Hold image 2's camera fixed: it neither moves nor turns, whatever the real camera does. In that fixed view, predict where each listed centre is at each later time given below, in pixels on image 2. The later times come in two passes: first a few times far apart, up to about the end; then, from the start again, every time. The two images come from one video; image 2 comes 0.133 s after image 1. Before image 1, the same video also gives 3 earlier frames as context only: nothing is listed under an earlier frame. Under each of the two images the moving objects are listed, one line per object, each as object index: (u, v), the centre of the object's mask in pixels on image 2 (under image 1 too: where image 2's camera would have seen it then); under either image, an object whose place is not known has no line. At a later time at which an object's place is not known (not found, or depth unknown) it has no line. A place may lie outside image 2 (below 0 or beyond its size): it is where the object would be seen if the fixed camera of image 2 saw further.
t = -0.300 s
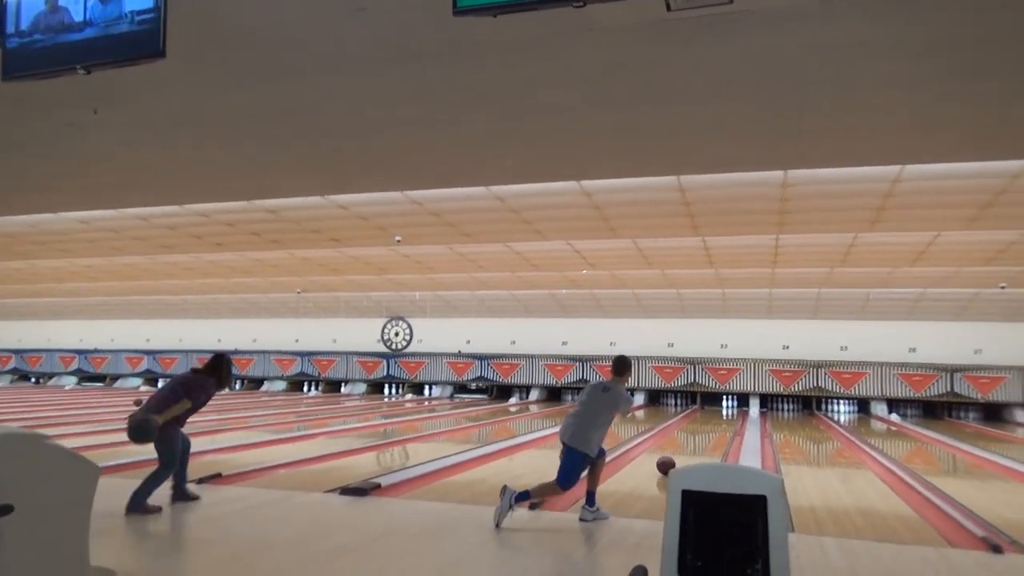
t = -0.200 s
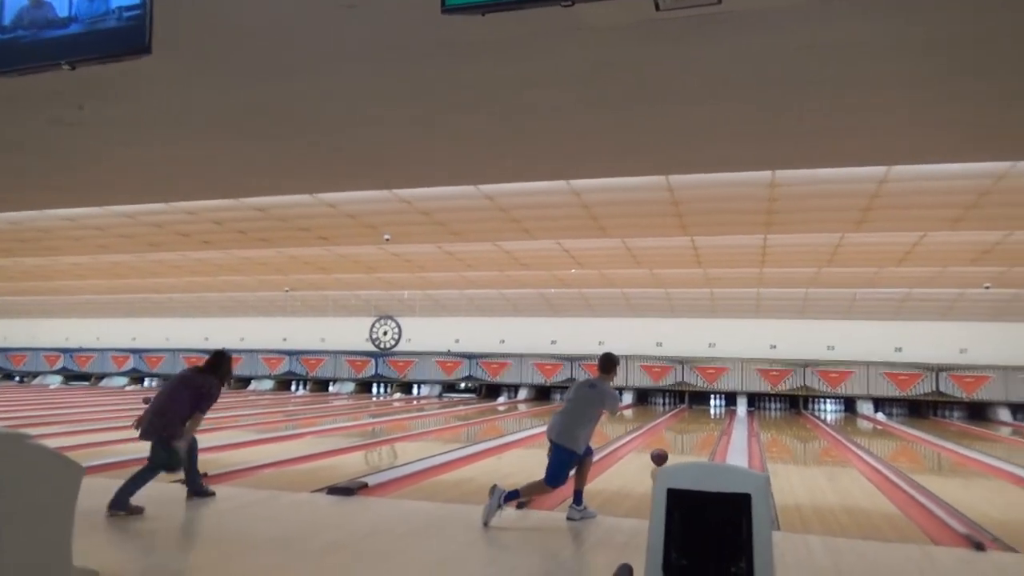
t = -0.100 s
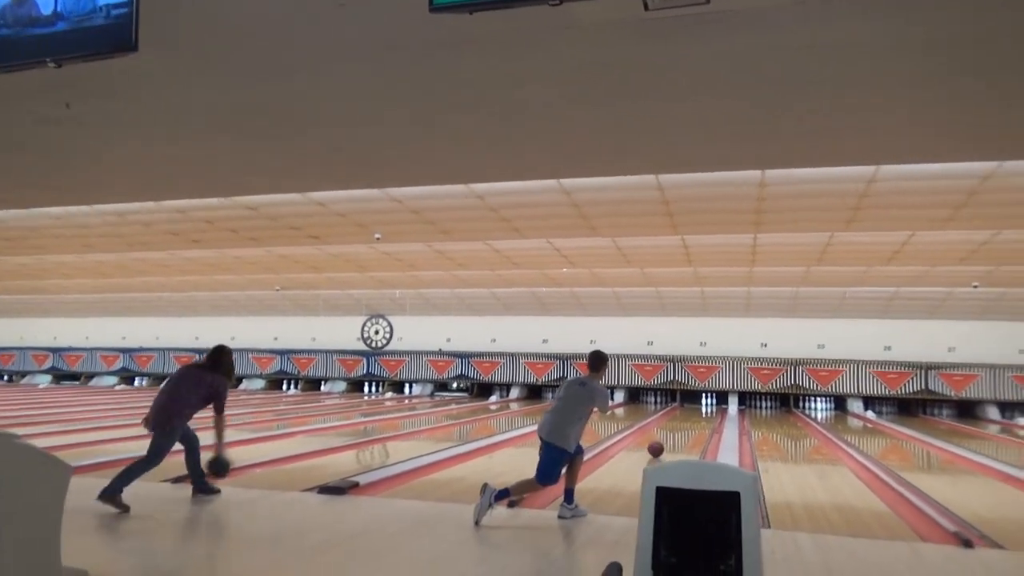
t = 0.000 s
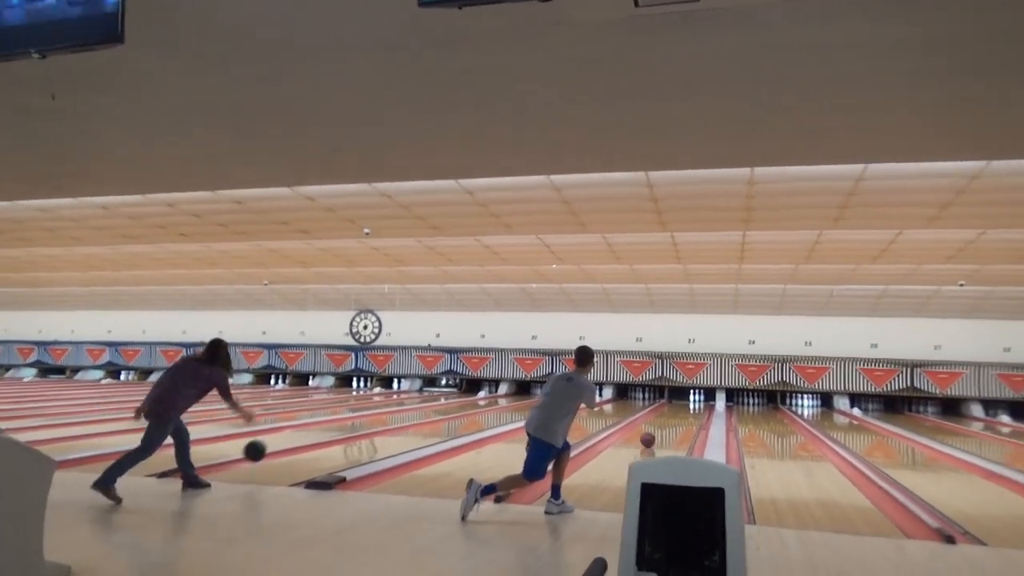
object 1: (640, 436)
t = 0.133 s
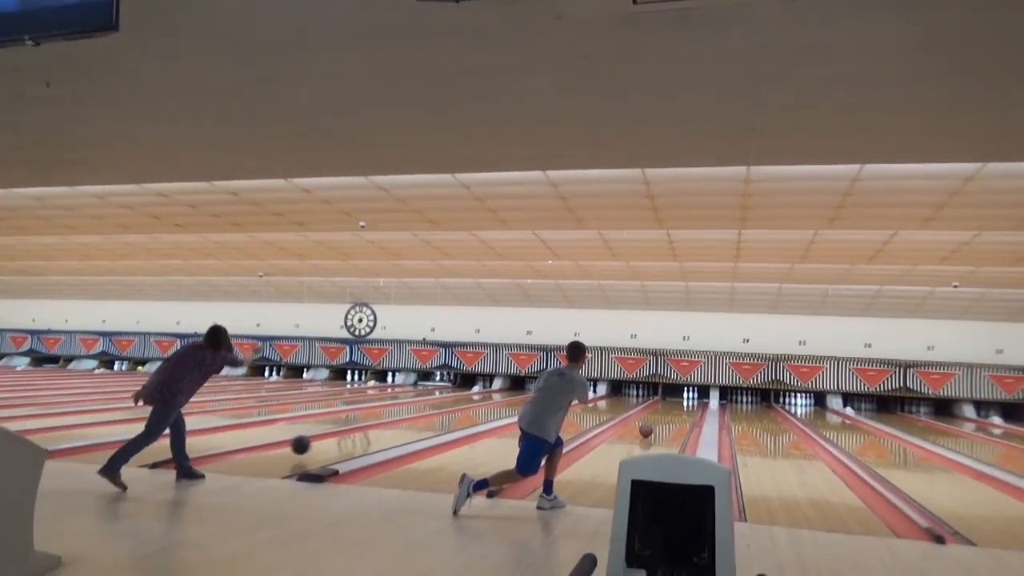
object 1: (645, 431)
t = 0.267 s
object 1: (650, 426)
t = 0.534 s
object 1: (657, 418)
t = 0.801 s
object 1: (662, 413)
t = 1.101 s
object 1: (667, 406)
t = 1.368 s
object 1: (671, 403)
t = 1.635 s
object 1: (673, 400)
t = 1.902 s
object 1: (675, 397)
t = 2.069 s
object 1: (676, 397)
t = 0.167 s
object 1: (647, 429)
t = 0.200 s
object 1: (648, 428)
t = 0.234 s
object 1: (649, 427)
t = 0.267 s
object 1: (650, 426)
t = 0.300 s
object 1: (651, 424)
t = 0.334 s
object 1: (652, 423)
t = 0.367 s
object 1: (653, 422)
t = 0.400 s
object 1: (654, 421)
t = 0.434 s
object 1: (655, 421)
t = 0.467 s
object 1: (656, 420)
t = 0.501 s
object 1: (657, 419)
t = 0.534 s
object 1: (657, 418)
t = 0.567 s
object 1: (658, 418)
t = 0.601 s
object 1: (659, 417)
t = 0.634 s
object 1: (659, 416)
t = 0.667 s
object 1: (660, 415)
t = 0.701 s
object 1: (660, 414)
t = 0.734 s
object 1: (661, 414)
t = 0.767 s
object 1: (661, 414)
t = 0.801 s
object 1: (662, 413)
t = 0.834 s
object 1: (663, 412)
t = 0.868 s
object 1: (663, 412)
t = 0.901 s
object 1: (664, 411)
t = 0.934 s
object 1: (665, 409)
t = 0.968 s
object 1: (665, 408)
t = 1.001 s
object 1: (665, 407)
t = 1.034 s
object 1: (666, 407)
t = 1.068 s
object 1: (667, 407)
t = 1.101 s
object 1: (667, 406)
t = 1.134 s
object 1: (668, 405)
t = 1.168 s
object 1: (668, 405)
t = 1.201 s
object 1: (668, 405)
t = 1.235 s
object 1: (669, 405)
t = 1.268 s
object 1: (670, 404)
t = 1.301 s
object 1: (670, 404)
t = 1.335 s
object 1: (670, 404)
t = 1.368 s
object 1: (671, 403)
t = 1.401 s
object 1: (671, 403)
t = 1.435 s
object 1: (671, 403)
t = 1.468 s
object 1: (671, 402)
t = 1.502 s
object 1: (672, 402)
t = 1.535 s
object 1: (672, 402)
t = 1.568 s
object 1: (672, 401)
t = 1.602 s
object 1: (673, 401)
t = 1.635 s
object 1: (673, 400)
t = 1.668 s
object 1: (673, 400)
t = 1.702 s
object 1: (673, 400)
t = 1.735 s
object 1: (674, 400)
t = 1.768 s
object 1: (674, 399)
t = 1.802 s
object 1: (674, 399)
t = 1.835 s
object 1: (674, 398)
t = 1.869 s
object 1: (674, 398)
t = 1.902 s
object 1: (675, 397)
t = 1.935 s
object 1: (675, 396)
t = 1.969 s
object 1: (676, 396)
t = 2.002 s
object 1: (676, 397)
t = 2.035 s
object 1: (676, 397)
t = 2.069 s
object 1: (676, 397)
